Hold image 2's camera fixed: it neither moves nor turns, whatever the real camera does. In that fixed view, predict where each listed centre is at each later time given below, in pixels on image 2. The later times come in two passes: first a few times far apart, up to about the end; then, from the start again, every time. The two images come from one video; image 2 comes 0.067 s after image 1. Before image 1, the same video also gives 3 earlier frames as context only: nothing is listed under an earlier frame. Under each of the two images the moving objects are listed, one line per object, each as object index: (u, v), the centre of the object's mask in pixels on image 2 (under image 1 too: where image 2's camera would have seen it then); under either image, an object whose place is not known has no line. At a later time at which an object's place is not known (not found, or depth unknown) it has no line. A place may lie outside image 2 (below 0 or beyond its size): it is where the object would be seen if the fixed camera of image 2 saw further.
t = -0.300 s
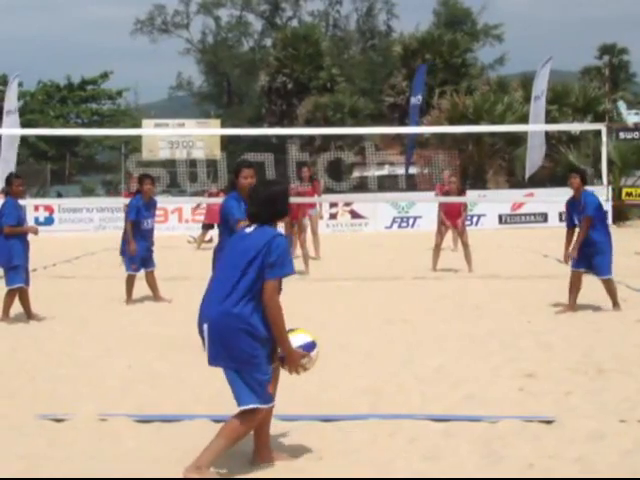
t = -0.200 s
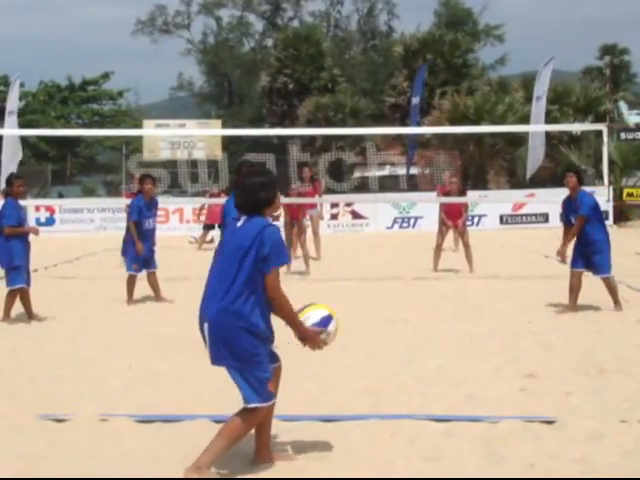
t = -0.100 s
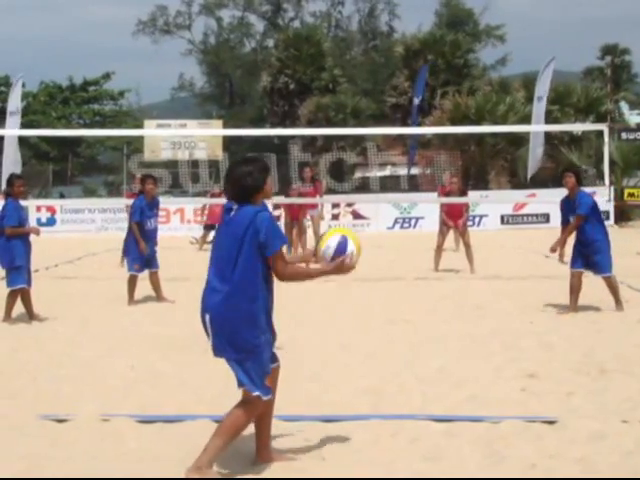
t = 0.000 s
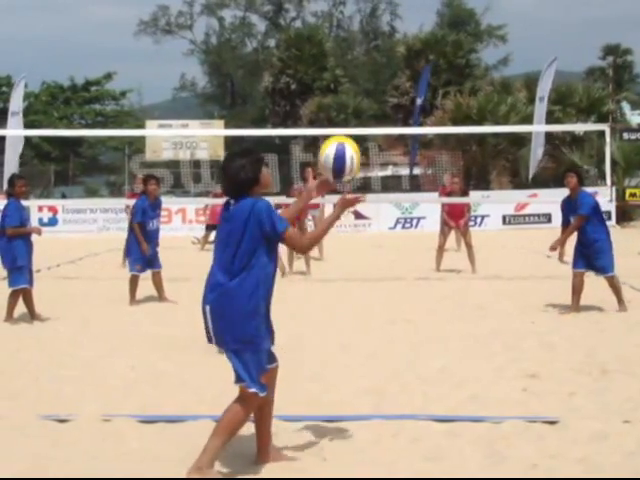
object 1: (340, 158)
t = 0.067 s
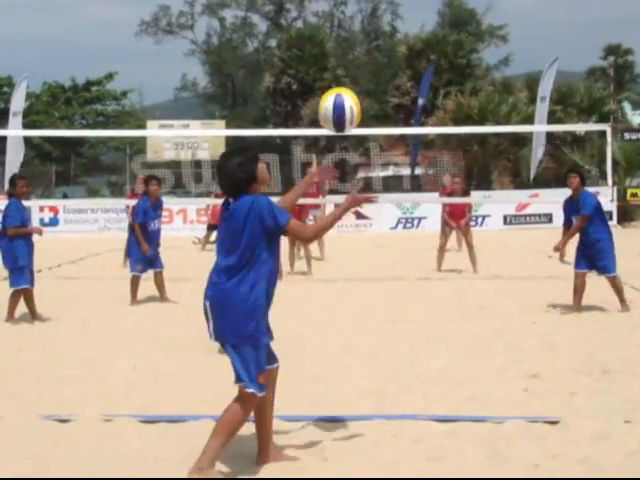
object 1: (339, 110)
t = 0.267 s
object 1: (339, 25)
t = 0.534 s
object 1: (344, 40)
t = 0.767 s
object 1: (356, 172)
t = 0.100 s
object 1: (339, 90)
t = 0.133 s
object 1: (338, 72)
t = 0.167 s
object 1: (338, 57)
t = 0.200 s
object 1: (338, 44)
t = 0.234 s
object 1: (338, 33)
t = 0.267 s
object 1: (339, 25)
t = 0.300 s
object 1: (339, 19)
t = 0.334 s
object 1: (340, 17)
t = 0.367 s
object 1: (340, 16)
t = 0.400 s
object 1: (341, 16)
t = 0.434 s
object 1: (342, 18)
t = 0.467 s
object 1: (342, 22)
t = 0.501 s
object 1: (343, 30)
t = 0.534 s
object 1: (344, 40)
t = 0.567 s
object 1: (346, 53)
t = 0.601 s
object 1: (347, 67)
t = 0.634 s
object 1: (348, 84)
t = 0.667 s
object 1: (350, 103)
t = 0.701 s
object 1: (352, 124)
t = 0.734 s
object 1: (354, 147)
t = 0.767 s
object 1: (356, 172)
